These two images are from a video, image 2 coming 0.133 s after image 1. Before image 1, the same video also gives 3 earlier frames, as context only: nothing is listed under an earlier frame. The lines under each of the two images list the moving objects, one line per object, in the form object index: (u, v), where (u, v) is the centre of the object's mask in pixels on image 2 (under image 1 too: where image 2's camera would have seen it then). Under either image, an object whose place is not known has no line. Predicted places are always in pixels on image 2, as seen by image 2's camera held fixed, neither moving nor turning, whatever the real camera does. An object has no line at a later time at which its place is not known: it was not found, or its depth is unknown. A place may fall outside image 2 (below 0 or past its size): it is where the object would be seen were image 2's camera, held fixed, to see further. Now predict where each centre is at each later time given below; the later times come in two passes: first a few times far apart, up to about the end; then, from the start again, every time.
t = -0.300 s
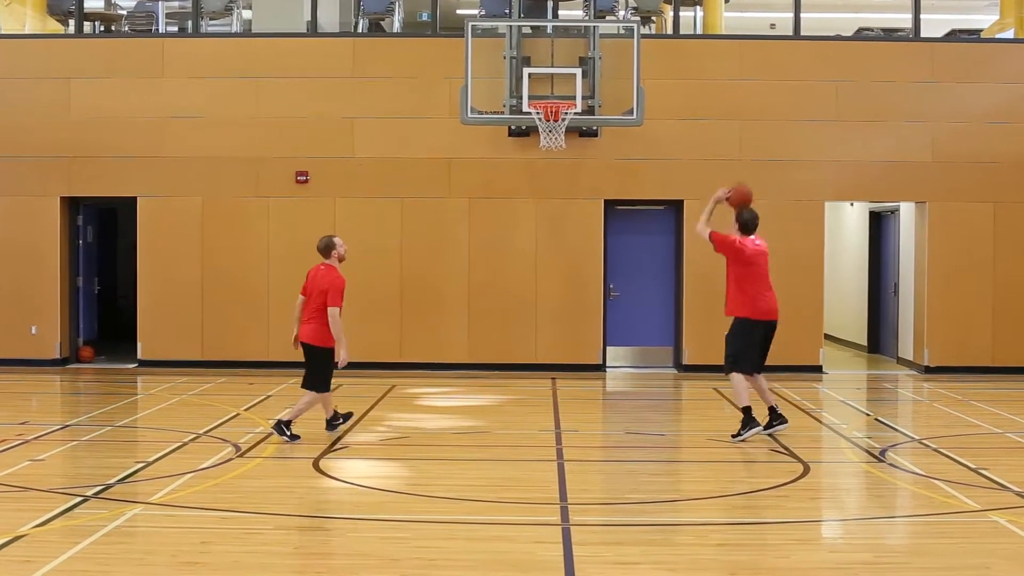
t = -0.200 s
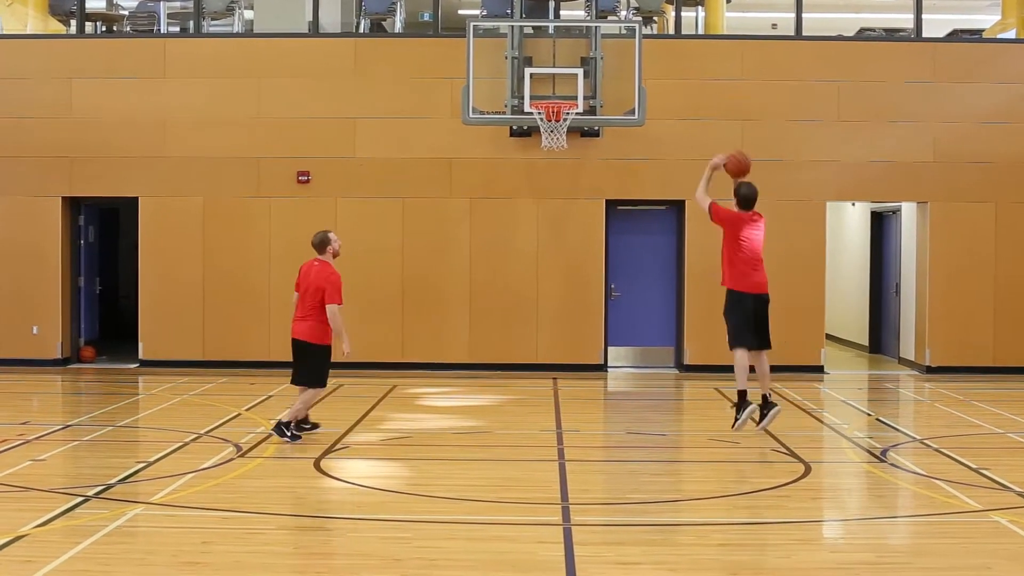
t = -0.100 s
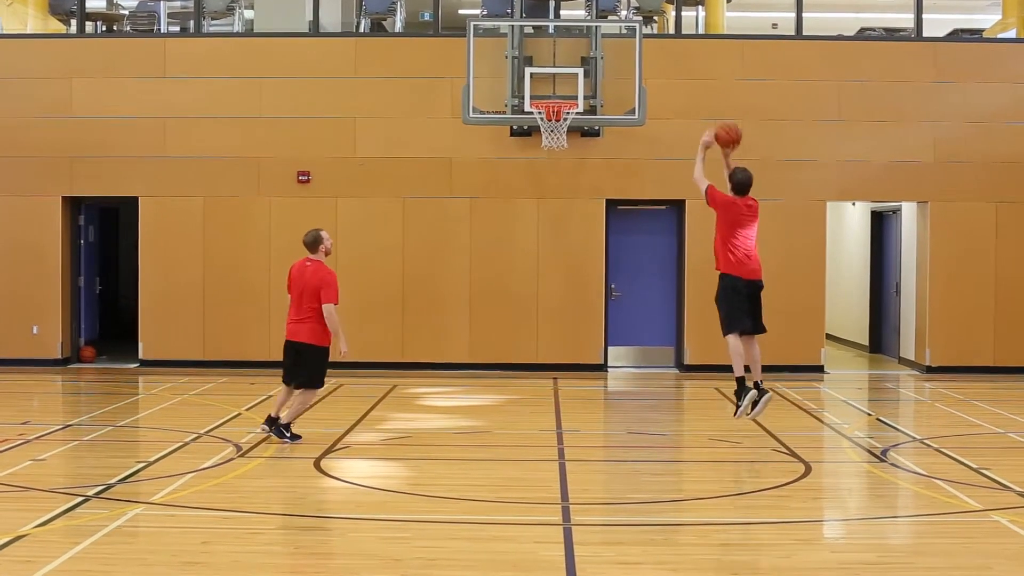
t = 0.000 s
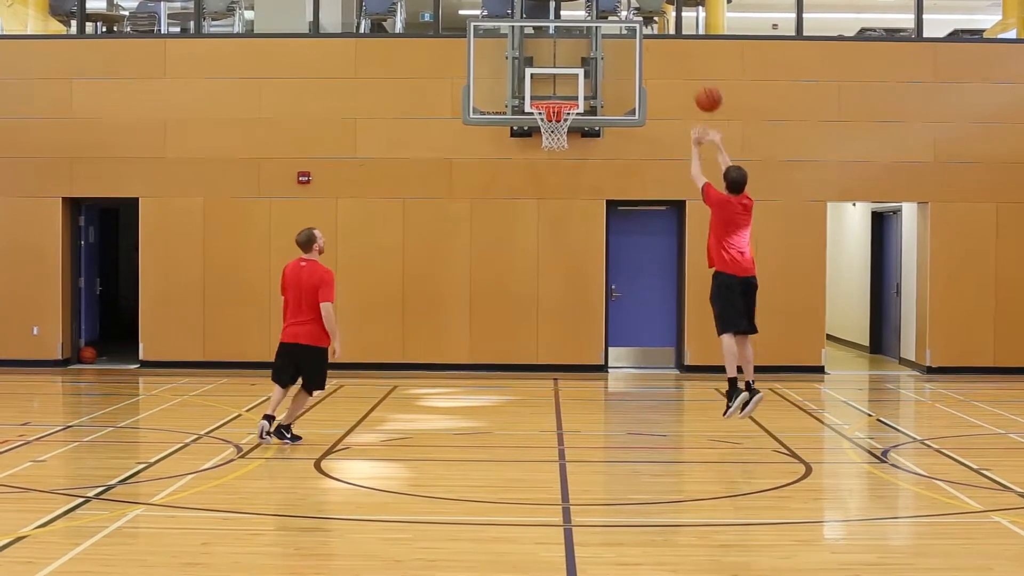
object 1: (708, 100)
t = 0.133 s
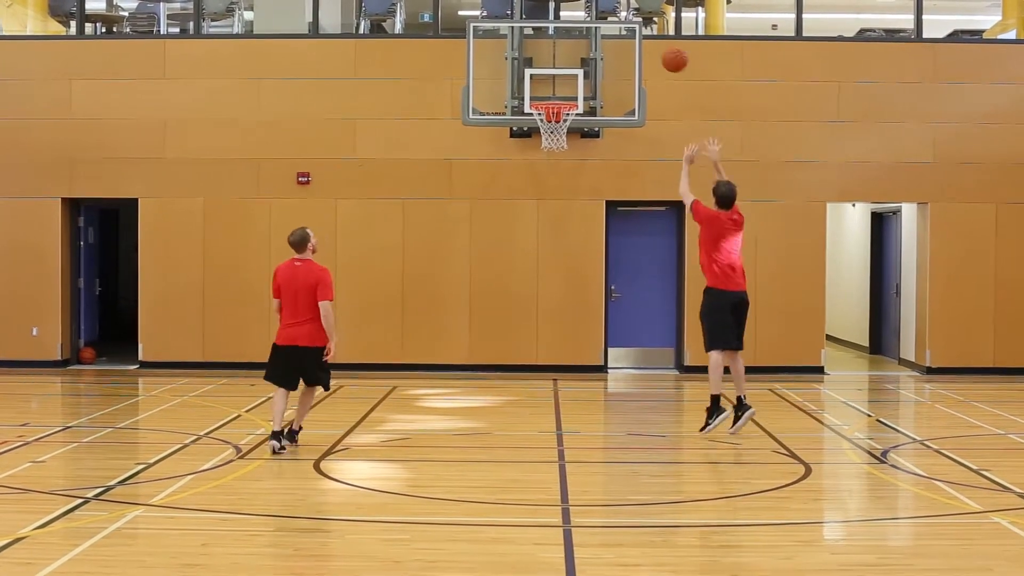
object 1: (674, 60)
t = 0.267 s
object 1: (644, 41)
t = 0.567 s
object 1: (583, 63)
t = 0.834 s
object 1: (555, 115)
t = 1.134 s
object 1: (528, 167)
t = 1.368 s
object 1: (516, 254)
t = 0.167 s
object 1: (666, 53)
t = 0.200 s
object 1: (659, 48)
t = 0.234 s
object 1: (652, 44)
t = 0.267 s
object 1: (644, 41)
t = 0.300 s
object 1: (636, 39)
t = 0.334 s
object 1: (629, 38)
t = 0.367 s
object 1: (623, 38)
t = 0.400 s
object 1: (616, 40)
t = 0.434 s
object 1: (609, 42)
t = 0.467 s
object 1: (602, 46)
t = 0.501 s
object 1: (595, 51)
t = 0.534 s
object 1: (589, 57)
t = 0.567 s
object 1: (583, 63)
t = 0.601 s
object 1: (576, 71)
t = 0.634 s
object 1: (570, 79)
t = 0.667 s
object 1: (568, 84)
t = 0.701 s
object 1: (566, 91)
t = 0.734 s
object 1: (564, 96)
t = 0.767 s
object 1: (562, 99)
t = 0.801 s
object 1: (559, 114)
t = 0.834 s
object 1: (555, 115)
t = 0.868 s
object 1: (545, 123)
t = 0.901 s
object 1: (541, 134)
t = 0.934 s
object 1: (537, 140)
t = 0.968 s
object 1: (537, 140)
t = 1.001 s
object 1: (535, 141)
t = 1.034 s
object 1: (534, 145)
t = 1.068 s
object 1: (532, 150)
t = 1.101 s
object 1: (530, 159)
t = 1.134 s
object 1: (528, 167)
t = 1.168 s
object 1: (526, 176)
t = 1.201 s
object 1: (524, 186)
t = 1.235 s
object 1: (522, 198)
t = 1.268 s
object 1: (521, 210)
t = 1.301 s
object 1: (519, 224)
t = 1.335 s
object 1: (517, 238)
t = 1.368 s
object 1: (516, 254)
